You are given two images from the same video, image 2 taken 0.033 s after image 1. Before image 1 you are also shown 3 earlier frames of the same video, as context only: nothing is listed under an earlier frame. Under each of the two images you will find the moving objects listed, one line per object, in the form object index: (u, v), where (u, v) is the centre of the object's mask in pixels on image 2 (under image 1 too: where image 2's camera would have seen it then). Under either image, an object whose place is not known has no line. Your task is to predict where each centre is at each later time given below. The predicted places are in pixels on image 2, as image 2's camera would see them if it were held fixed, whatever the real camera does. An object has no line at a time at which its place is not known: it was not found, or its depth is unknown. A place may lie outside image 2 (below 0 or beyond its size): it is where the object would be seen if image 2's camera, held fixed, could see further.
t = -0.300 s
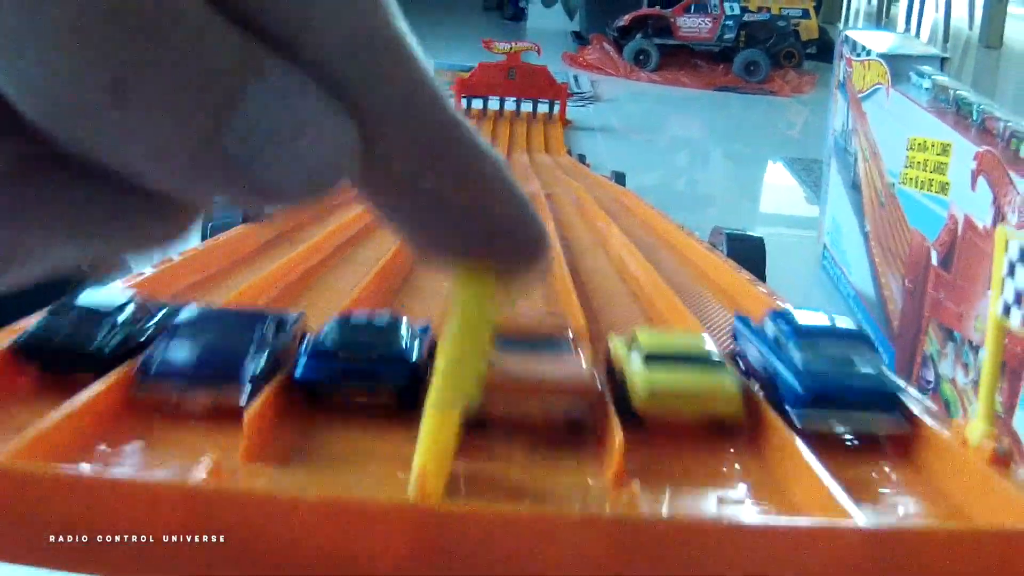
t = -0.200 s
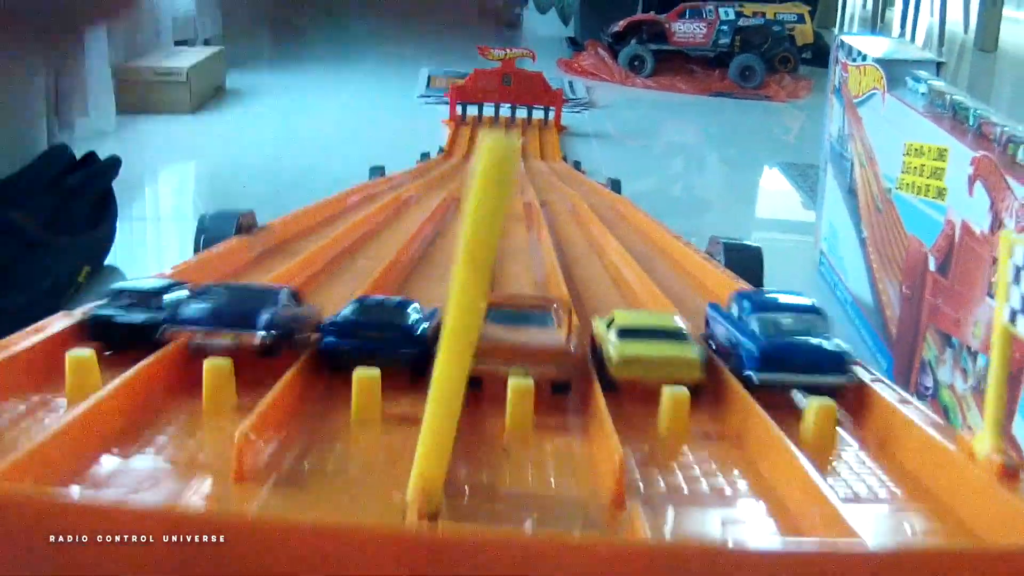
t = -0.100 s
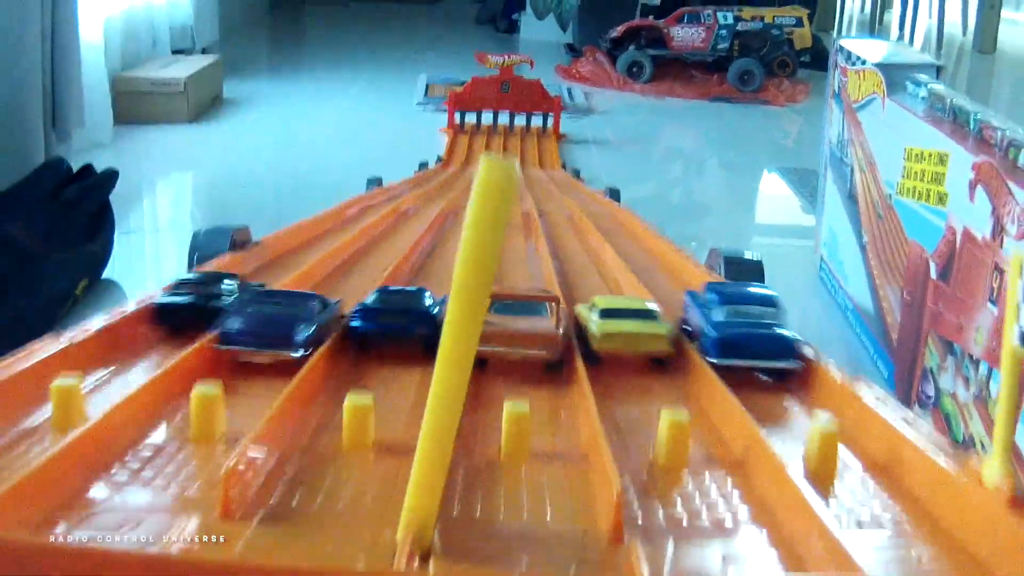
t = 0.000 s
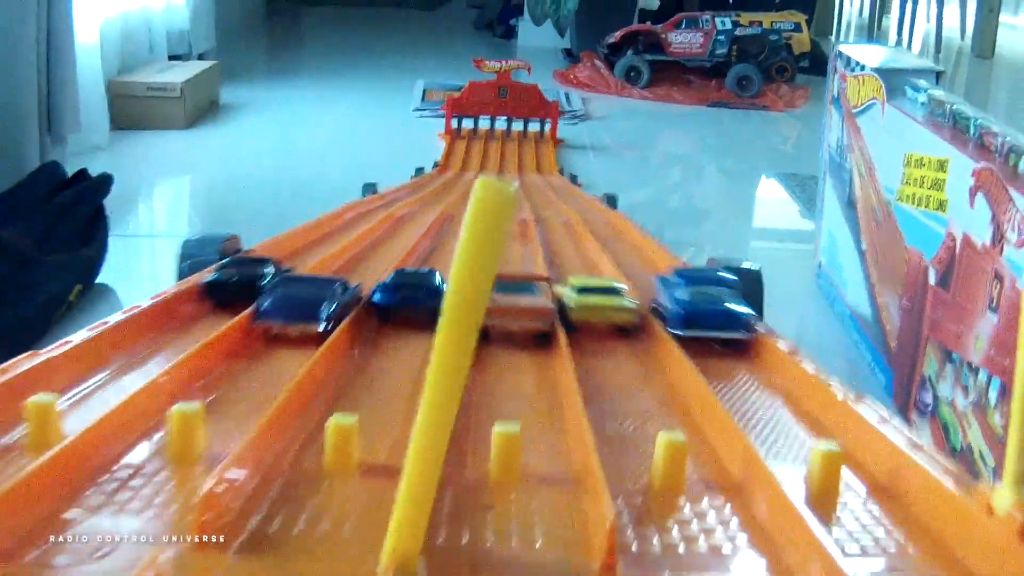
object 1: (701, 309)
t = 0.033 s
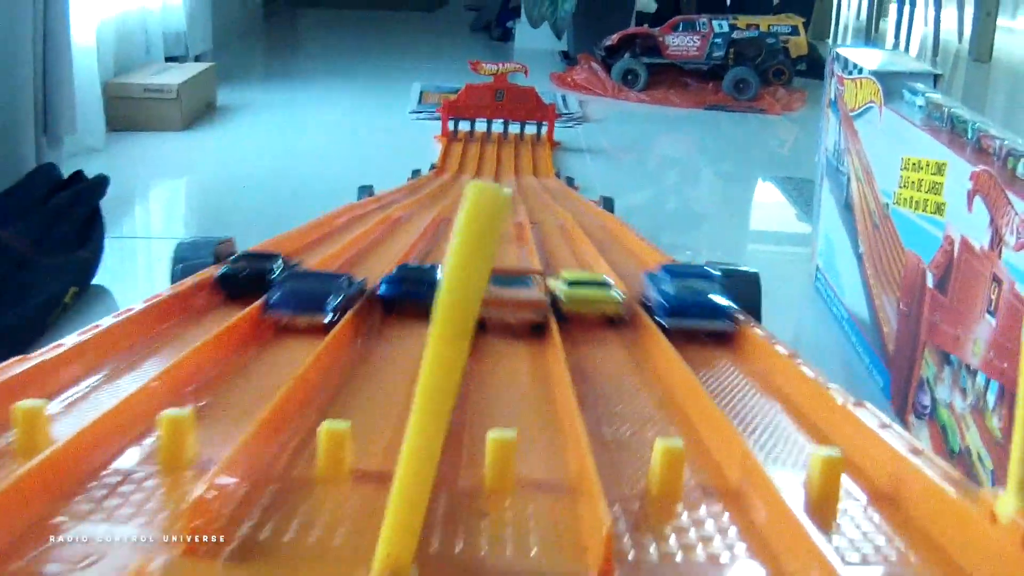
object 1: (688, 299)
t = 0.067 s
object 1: (677, 288)
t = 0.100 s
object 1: (667, 279)
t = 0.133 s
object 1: (658, 270)
